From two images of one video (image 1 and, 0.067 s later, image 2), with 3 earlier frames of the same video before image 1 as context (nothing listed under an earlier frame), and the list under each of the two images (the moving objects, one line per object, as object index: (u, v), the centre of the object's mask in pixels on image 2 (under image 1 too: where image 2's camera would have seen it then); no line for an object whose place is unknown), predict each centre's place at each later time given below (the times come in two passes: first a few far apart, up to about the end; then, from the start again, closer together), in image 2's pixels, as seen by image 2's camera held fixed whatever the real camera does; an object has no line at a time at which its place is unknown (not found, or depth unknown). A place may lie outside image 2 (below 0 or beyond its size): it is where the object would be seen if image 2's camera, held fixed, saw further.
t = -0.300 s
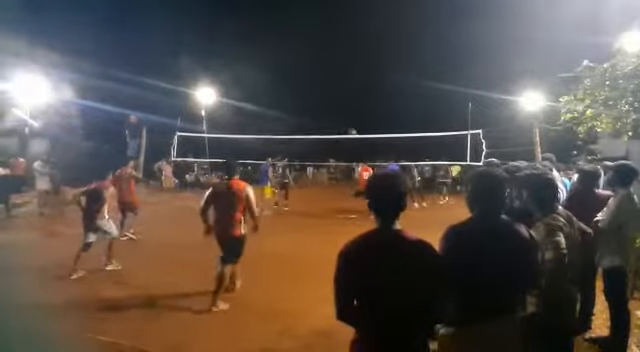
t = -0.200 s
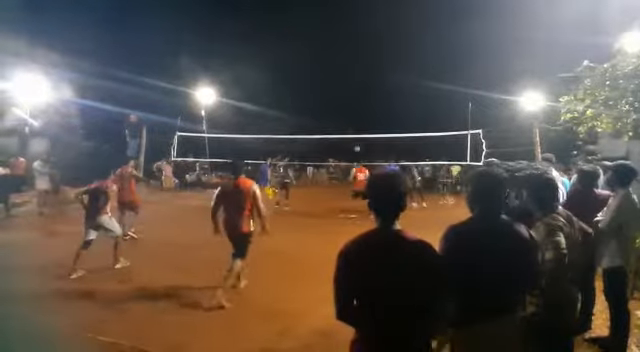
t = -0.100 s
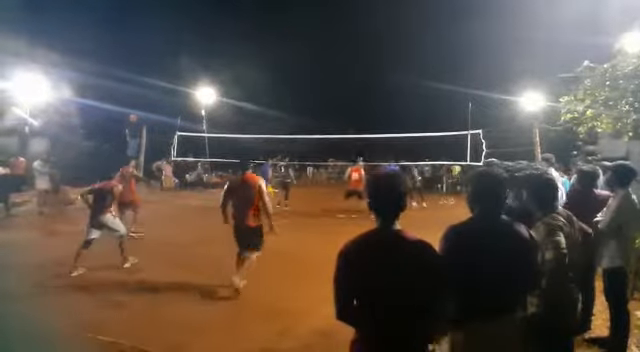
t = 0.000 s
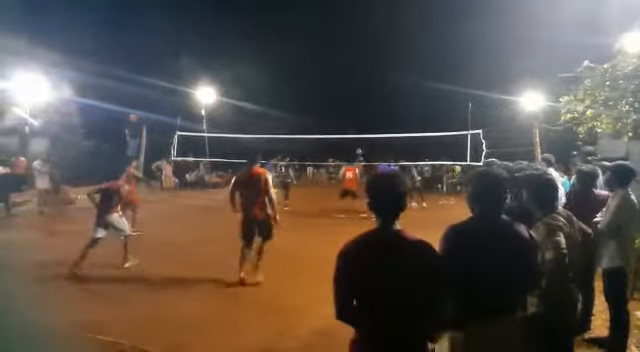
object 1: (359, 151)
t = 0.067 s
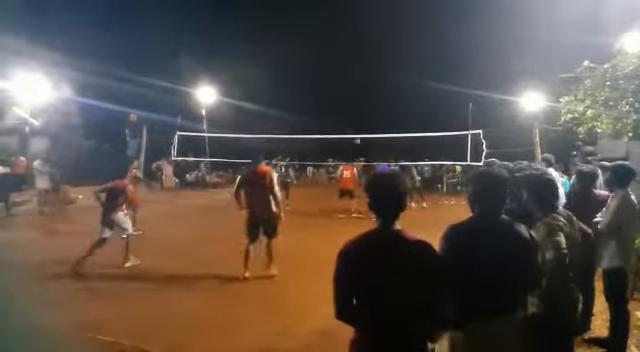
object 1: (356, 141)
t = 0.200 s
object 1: (354, 126)
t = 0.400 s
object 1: (349, 104)
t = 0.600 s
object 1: (343, 93)
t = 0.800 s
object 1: (336, 92)
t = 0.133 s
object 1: (356, 132)
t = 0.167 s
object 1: (355, 127)
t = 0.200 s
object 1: (354, 126)
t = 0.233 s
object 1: (354, 119)
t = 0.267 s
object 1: (353, 115)
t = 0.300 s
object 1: (352, 112)
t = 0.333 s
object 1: (351, 109)
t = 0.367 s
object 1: (350, 106)
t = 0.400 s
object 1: (349, 104)
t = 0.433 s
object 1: (349, 101)
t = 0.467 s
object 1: (347, 99)
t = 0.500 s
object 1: (346, 97)
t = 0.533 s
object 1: (345, 95)
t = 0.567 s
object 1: (344, 94)
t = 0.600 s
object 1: (343, 93)
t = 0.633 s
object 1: (342, 92)
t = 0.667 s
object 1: (340, 91)
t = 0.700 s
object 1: (340, 91)
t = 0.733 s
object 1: (338, 91)
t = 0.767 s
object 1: (337, 92)
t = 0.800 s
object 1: (336, 92)
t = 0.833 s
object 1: (335, 93)
